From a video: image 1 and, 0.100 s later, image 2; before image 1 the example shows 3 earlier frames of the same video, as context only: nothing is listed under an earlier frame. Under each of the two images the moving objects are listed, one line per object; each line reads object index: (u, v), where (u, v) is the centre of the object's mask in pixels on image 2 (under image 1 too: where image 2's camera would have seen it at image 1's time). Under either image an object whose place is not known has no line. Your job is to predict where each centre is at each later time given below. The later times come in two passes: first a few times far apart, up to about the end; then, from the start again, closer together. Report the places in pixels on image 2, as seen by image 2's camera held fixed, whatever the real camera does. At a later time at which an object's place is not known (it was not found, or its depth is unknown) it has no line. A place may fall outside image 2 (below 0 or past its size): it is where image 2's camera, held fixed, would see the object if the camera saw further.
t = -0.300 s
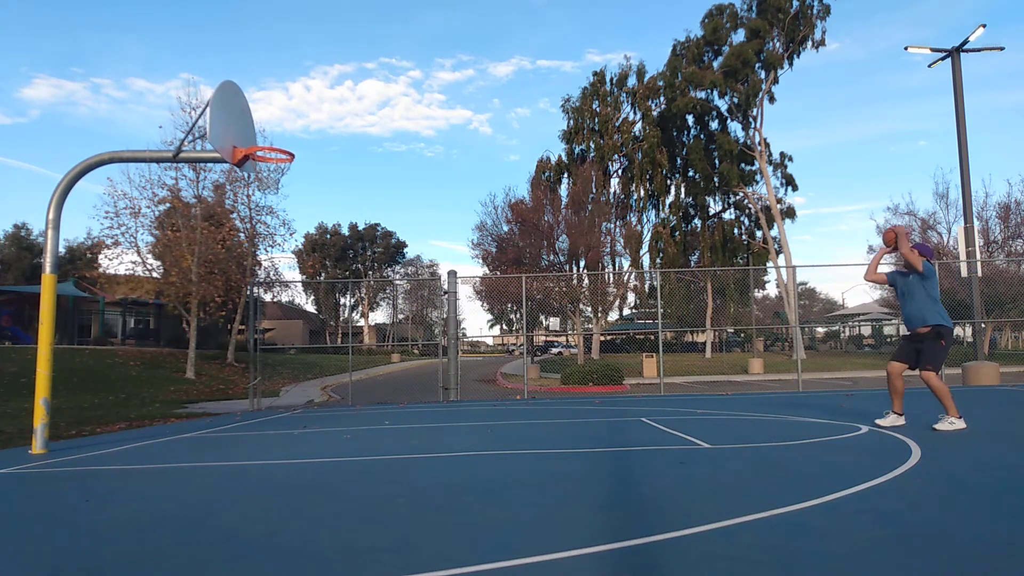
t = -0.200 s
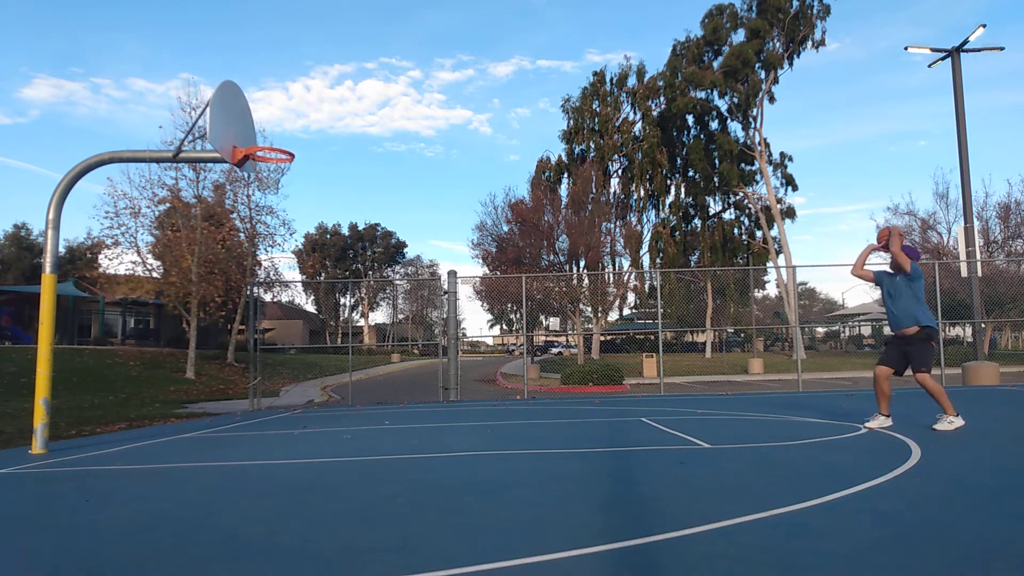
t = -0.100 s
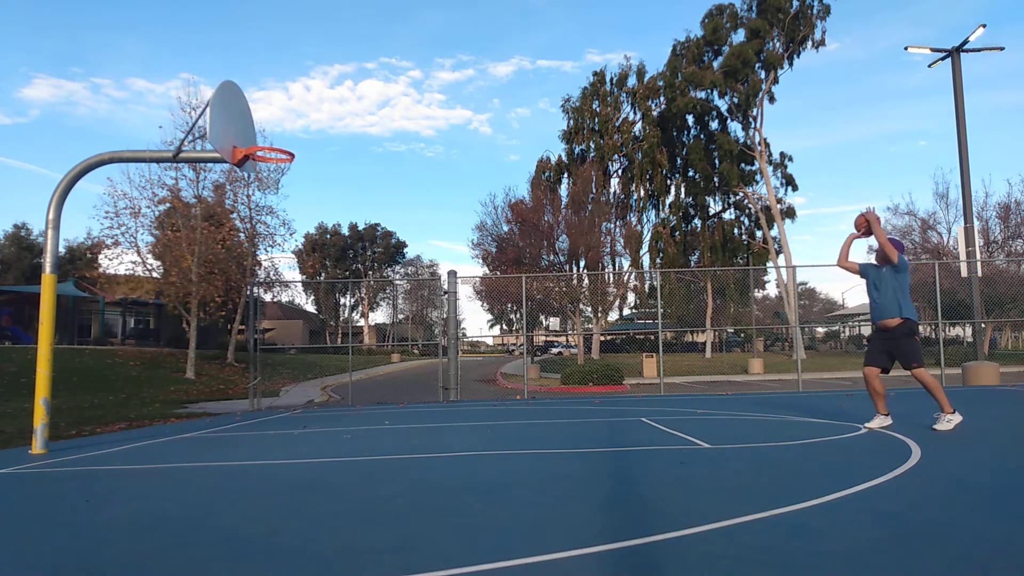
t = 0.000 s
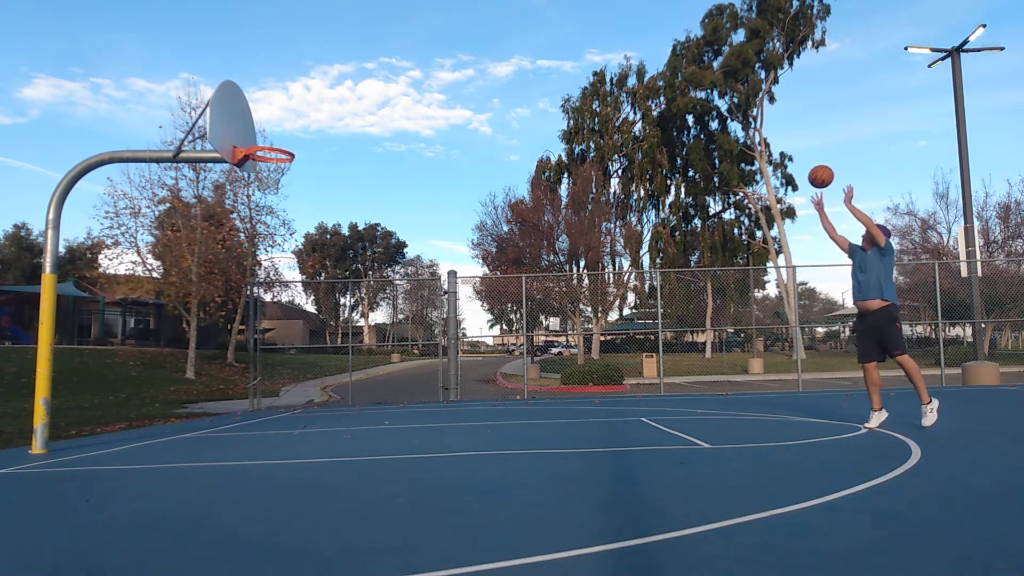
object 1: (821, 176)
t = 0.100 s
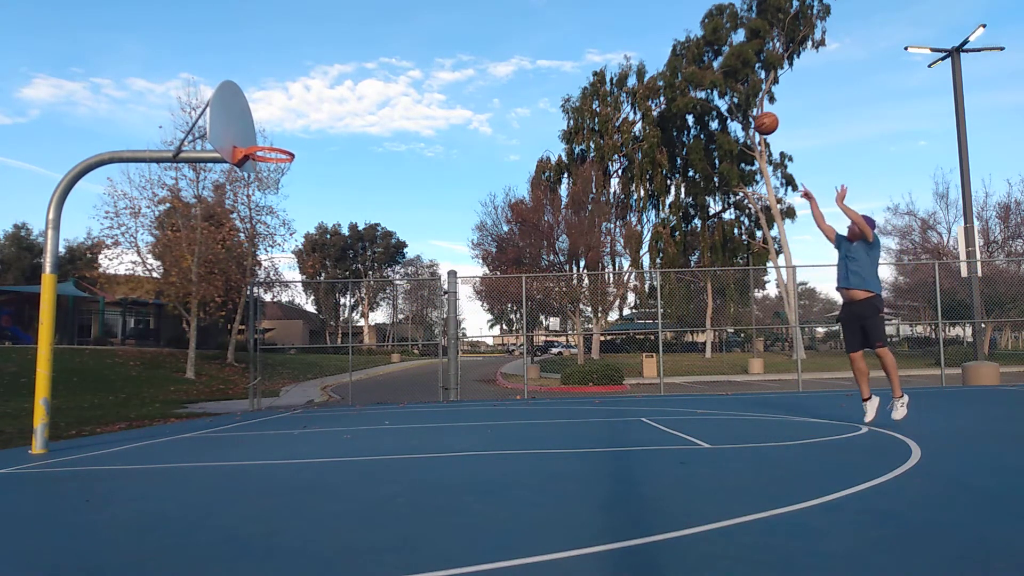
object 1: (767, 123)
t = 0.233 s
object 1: (696, 69)
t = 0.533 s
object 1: (552, 12)
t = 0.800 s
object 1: (433, 30)
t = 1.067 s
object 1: (319, 109)
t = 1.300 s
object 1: (277, 139)
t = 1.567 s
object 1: (340, 158)
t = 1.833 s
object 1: (398, 232)
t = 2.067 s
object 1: (447, 341)
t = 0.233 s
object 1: (696, 69)
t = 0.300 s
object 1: (663, 49)
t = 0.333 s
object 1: (647, 40)
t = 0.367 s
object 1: (631, 33)
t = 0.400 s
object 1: (615, 27)
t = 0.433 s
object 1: (599, 22)
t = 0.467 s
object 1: (583, 17)
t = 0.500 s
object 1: (567, 14)
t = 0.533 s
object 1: (552, 12)
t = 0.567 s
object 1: (537, 11)
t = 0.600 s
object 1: (521, 11)
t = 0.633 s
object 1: (506, 12)
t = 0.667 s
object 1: (491, 13)
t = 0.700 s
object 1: (476, 16)
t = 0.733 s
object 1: (462, 20)
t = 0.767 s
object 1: (447, 24)
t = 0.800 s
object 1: (433, 30)
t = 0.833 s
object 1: (418, 37)
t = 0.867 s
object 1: (404, 44)
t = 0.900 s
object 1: (390, 52)
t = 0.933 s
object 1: (375, 62)
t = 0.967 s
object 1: (361, 72)
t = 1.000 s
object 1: (347, 83)
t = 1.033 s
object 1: (333, 96)
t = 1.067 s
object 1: (319, 109)
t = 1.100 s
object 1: (305, 123)
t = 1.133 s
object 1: (290, 138)
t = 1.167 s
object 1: (278, 142)
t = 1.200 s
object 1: (267, 142)
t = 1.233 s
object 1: (261, 141)
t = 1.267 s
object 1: (268, 143)
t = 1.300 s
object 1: (277, 139)
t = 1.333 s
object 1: (285, 140)
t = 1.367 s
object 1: (293, 140)
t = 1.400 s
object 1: (301, 141)
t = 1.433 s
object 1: (309, 142)
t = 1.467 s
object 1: (316, 145)
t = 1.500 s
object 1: (324, 148)
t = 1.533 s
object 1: (332, 152)
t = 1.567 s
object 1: (340, 158)
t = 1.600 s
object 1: (347, 164)
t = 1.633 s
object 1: (355, 171)
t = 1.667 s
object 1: (362, 179)
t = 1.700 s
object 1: (370, 188)
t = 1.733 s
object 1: (377, 198)
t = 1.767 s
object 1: (384, 208)
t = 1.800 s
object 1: (391, 220)
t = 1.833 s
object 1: (398, 232)
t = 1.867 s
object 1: (405, 245)
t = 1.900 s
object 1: (412, 259)
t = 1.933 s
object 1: (419, 273)
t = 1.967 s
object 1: (426, 289)
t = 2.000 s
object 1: (433, 305)
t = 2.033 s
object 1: (440, 323)
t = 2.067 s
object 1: (447, 341)
